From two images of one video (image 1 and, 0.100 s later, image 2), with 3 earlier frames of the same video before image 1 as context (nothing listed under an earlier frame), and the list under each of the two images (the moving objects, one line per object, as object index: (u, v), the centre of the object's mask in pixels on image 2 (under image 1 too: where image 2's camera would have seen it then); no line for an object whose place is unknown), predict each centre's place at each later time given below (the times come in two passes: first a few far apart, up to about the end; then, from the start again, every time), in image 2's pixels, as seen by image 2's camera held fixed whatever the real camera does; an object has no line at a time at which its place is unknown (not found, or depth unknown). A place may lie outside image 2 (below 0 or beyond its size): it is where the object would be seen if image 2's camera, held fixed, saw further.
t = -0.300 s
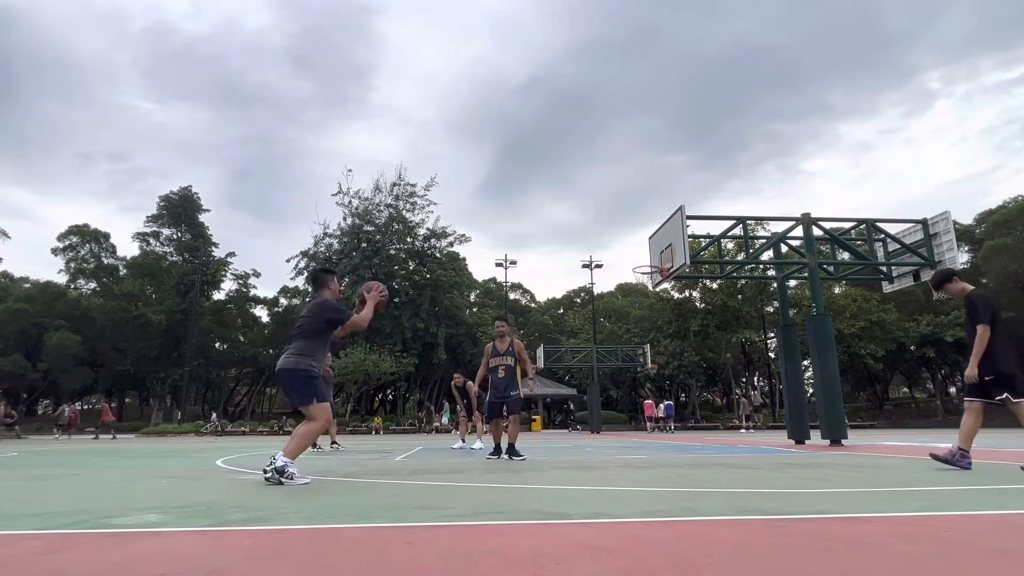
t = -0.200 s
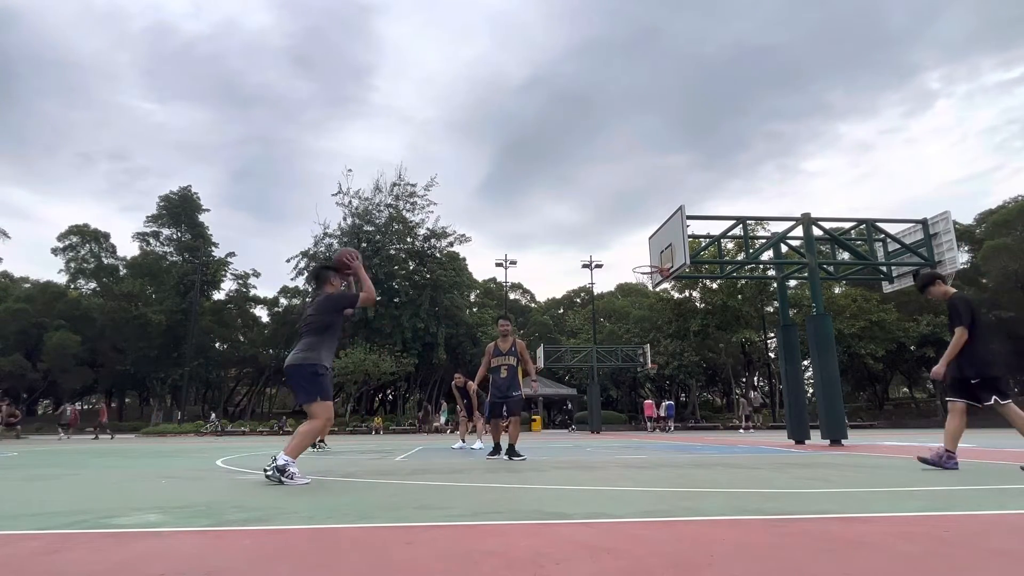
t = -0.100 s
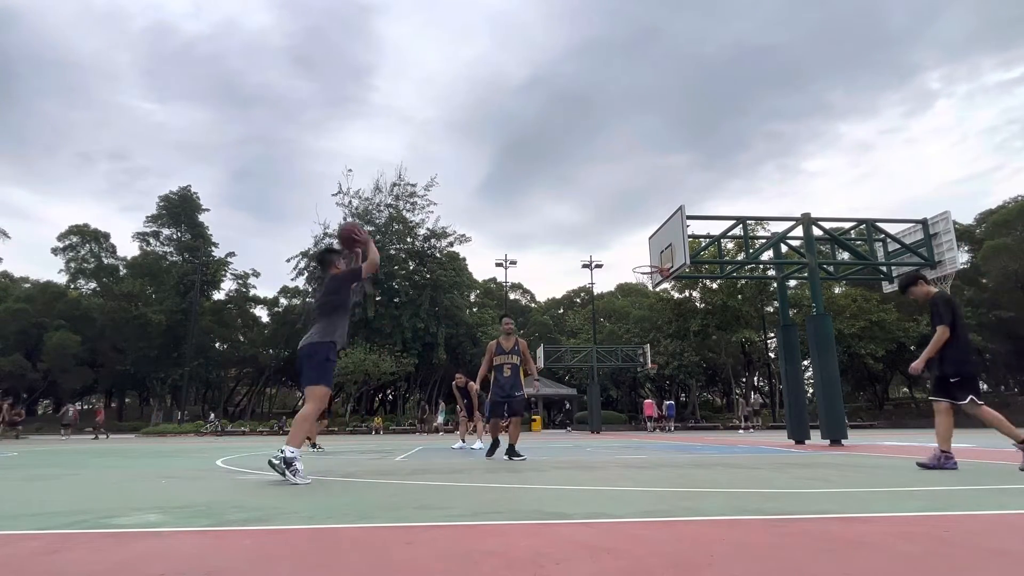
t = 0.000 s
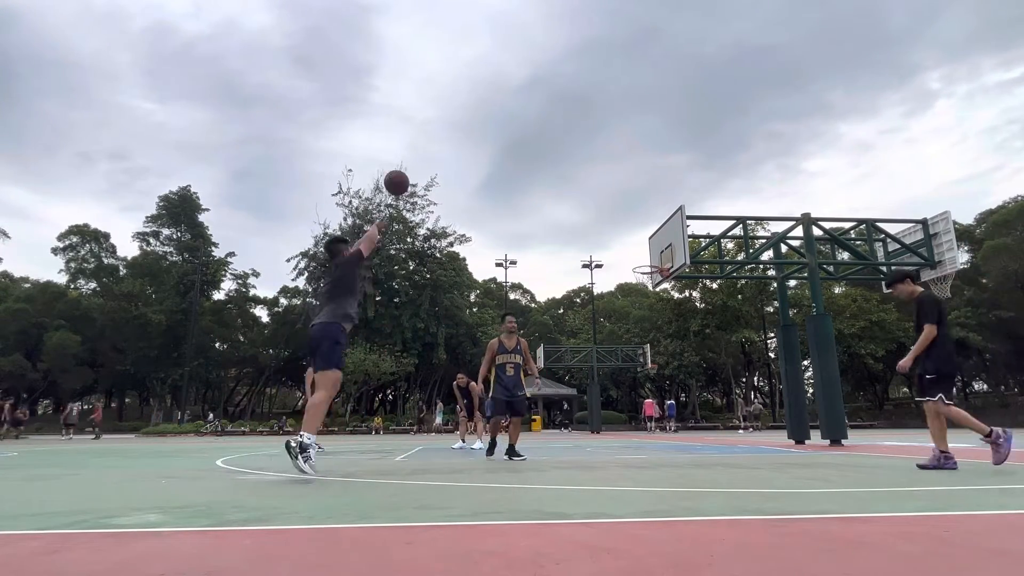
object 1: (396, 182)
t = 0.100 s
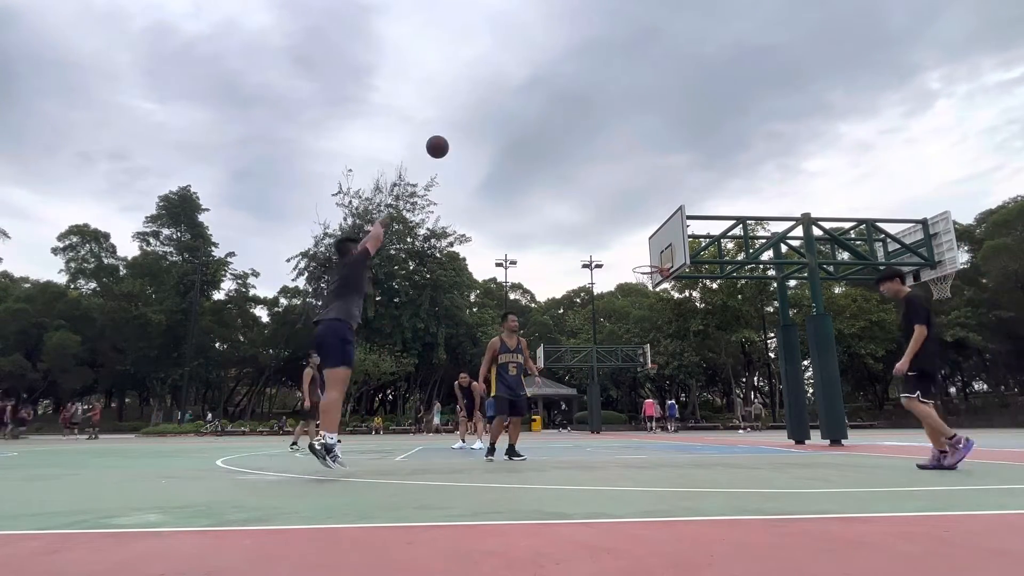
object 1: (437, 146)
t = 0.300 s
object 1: (500, 113)
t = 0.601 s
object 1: (567, 119)
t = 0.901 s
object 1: (617, 171)
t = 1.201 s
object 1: (661, 258)
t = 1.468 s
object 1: (623, 241)
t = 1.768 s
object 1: (582, 258)
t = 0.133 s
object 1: (449, 138)
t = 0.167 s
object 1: (460, 131)
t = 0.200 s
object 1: (471, 124)
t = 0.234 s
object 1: (481, 119)
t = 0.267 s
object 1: (491, 116)
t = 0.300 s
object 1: (500, 113)
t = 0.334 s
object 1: (508, 110)
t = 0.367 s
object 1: (517, 109)
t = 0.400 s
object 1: (525, 109)
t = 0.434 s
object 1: (532, 109)
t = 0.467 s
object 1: (540, 110)
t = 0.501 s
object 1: (547, 111)
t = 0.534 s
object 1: (553, 113)
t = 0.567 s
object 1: (560, 116)
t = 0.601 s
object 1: (567, 119)
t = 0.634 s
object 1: (573, 123)
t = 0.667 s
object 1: (579, 128)
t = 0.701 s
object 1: (585, 132)
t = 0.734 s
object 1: (591, 138)
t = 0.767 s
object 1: (596, 144)
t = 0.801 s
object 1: (602, 150)
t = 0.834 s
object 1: (607, 157)
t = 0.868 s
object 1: (612, 164)
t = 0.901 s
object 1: (617, 171)
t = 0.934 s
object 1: (623, 179)
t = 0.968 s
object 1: (628, 188)
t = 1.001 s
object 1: (632, 197)
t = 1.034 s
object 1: (637, 206)
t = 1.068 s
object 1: (642, 216)
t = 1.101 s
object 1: (647, 226)
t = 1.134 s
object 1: (652, 236)
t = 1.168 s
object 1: (657, 247)
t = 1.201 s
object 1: (661, 258)
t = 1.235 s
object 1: (658, 259)
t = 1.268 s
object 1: (653, 254)
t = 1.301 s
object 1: (648, 251)
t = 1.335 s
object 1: (643, 247)
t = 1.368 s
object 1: (638, 244)
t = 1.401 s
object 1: (633, 243)
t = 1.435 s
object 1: (628, 241)
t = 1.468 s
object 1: (623, 241)
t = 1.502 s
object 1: (618, 240)
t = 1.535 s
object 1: (614, 241)
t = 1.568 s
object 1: (609, 241)
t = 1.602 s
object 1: (605, 243)
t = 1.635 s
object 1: (600, 245)
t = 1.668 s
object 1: (596, 247)
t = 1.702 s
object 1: (591, 250)
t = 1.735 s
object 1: (587, 254)
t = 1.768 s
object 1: (582, 258)
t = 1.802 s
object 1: (578, 263)
